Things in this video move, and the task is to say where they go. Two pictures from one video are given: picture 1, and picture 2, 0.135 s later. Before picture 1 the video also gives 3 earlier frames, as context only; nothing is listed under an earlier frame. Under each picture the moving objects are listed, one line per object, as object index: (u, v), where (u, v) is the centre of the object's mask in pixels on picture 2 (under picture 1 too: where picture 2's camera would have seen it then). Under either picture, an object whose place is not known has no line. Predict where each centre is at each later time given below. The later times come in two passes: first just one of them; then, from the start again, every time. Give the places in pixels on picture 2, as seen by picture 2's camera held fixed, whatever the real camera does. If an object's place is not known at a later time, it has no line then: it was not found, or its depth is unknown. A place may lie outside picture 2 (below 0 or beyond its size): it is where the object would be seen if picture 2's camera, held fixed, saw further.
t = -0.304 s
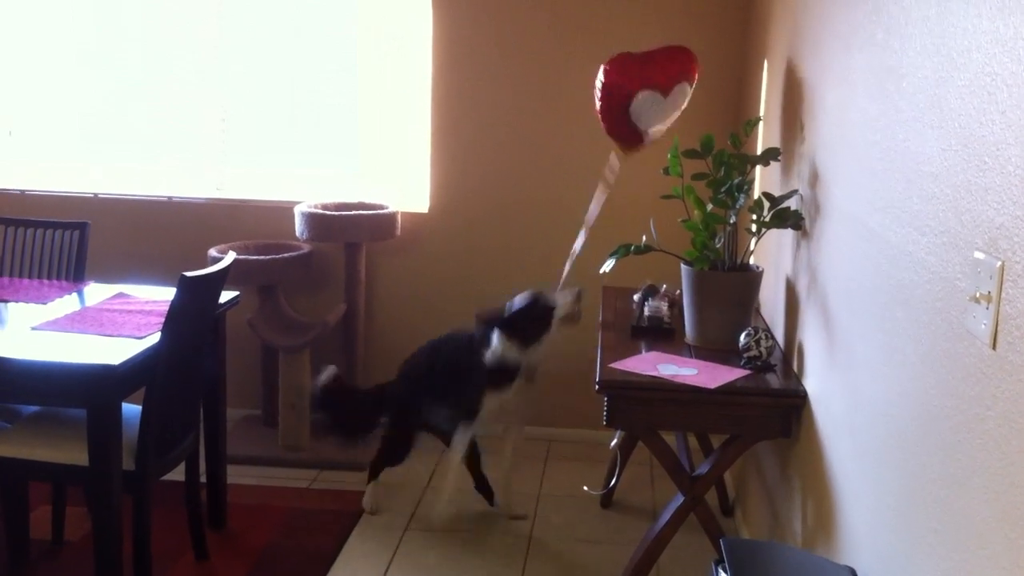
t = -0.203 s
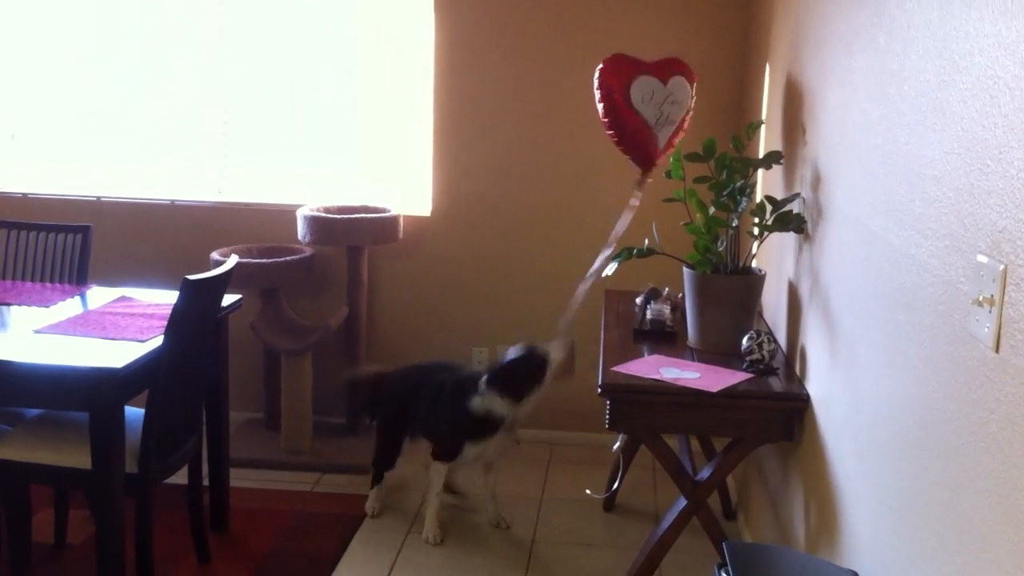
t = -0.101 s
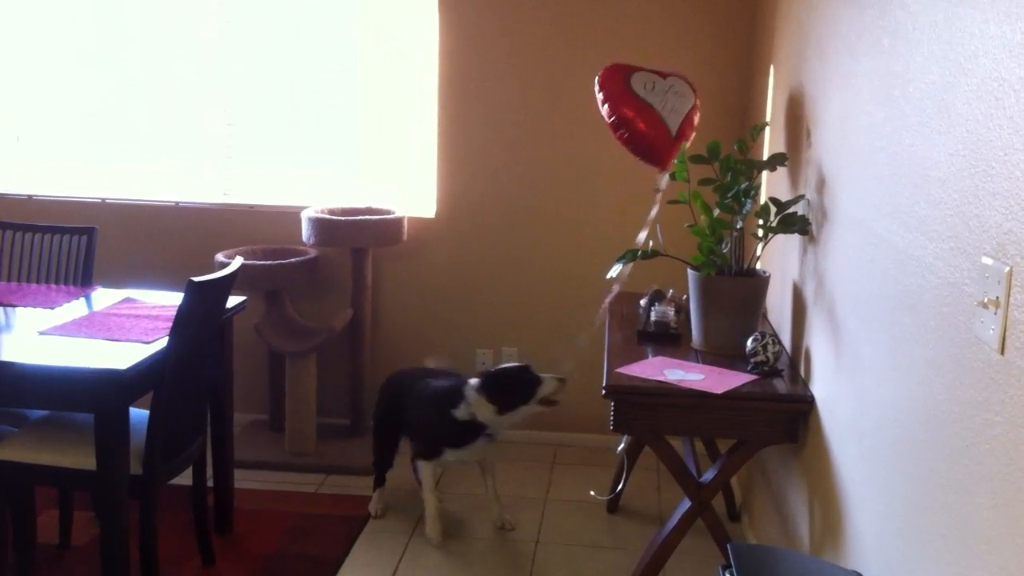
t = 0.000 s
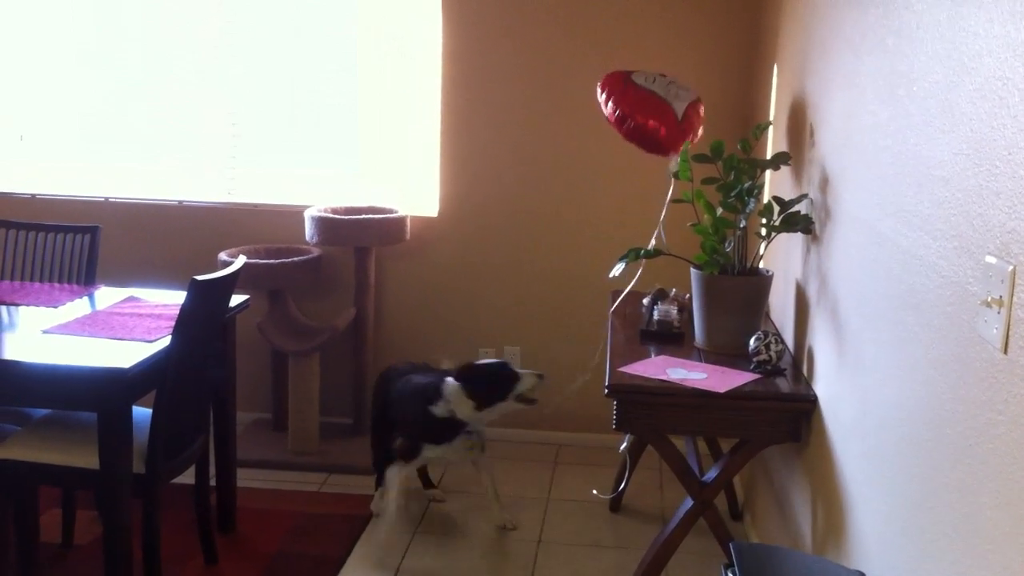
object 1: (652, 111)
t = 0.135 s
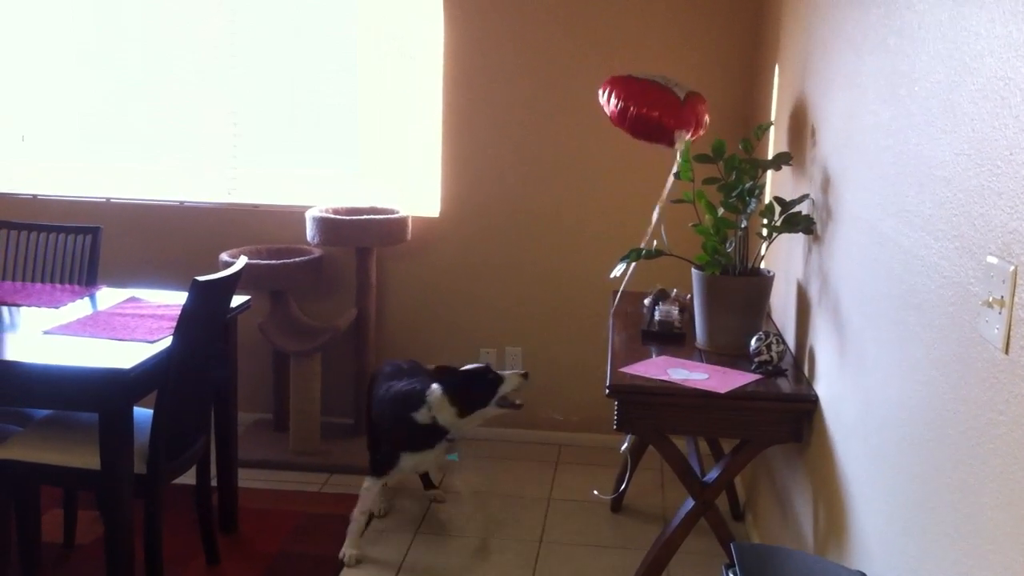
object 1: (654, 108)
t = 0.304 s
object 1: (657, 100)
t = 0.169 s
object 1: (655, 108)
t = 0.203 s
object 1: (655, 106)
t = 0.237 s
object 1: (656, 105)
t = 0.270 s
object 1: (657, 102)
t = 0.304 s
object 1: (657, 100)
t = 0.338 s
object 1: (658, 97)
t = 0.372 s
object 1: (659, 95)
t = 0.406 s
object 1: (659, 91)
